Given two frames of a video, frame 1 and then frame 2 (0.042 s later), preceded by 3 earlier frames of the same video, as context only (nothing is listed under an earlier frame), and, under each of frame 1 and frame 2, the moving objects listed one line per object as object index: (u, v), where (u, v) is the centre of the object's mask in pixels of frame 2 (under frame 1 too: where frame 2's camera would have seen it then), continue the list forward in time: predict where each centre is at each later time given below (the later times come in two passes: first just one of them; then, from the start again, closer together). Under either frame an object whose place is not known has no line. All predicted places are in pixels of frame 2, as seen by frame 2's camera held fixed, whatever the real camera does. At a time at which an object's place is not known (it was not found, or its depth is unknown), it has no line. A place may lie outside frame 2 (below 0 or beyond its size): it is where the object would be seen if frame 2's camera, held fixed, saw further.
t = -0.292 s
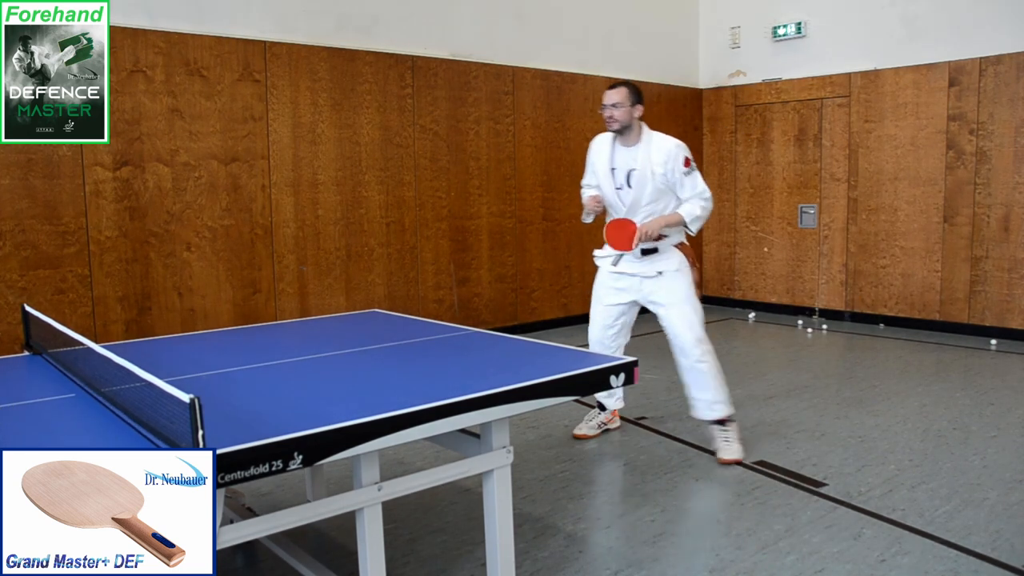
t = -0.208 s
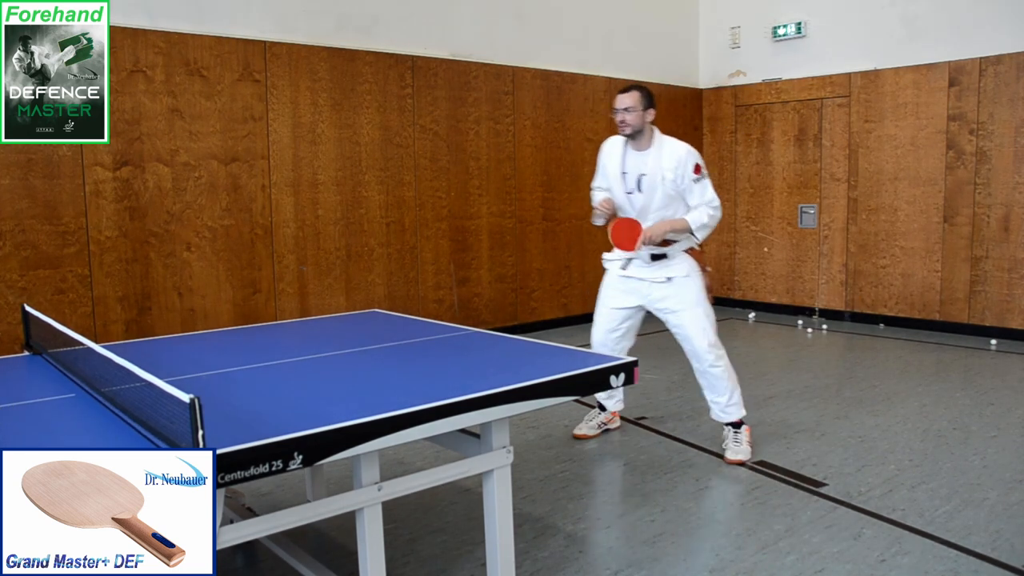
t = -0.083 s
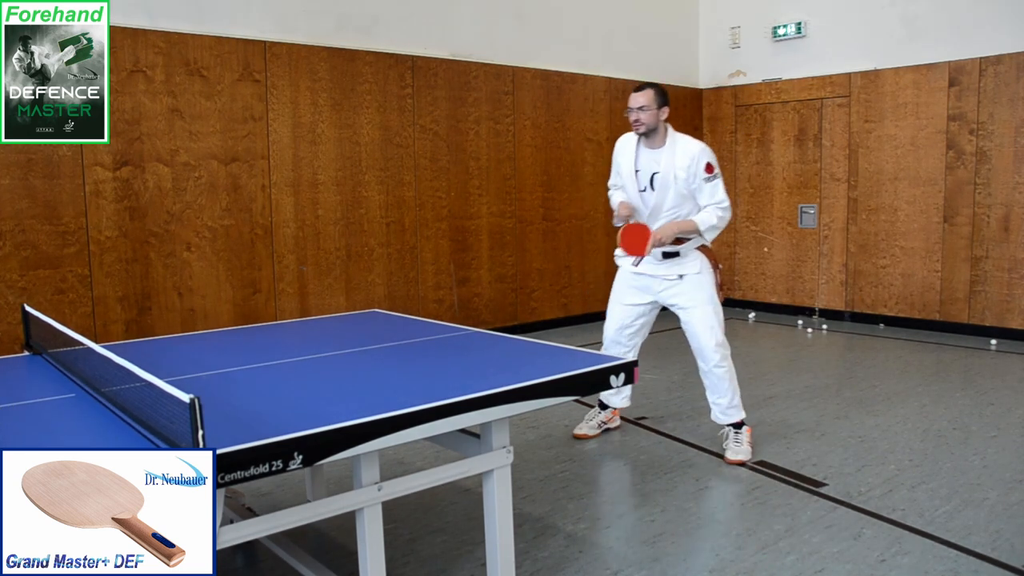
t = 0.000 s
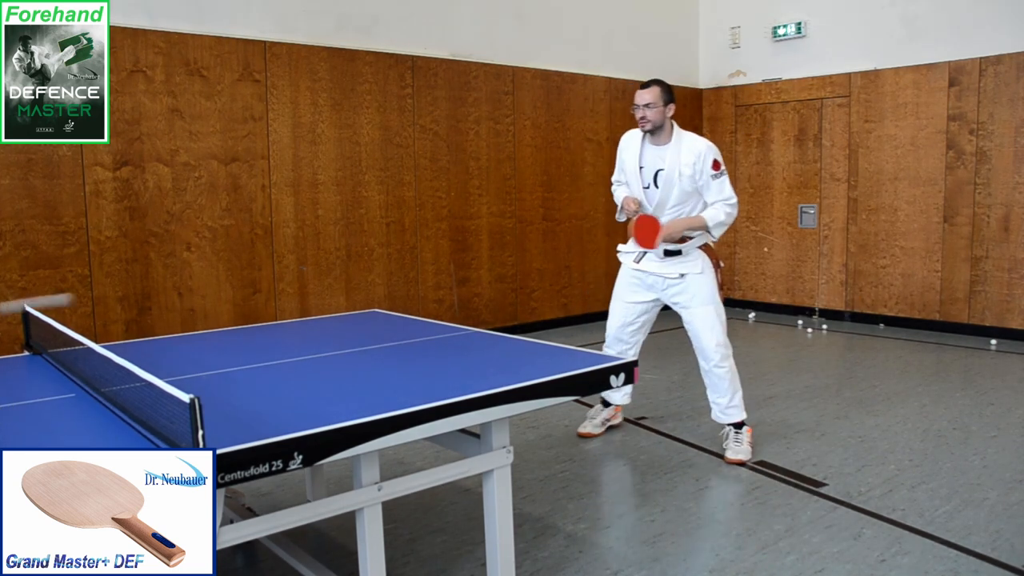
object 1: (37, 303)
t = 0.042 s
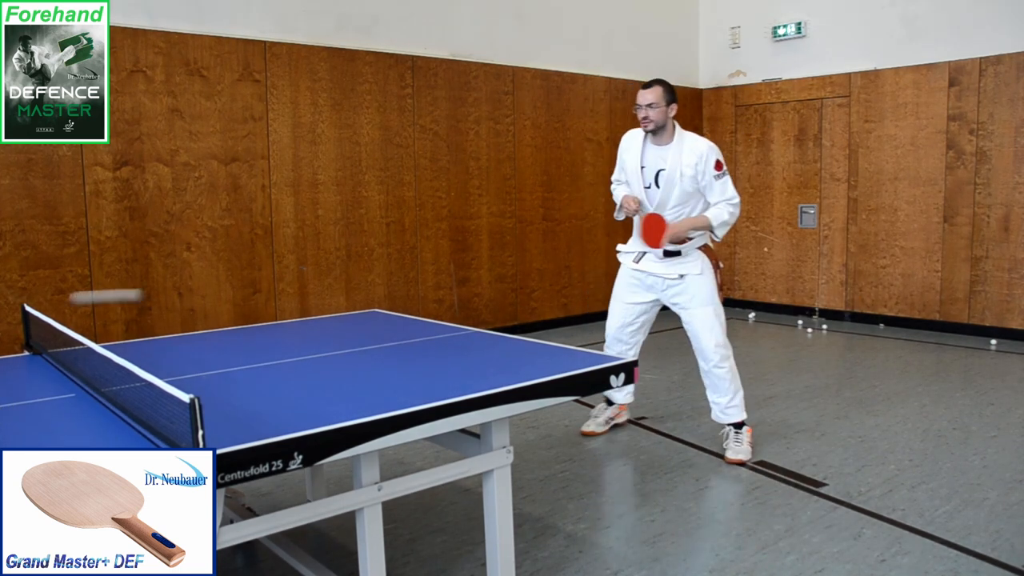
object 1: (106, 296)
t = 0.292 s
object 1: (444, 318)
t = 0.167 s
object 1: (291, 313)
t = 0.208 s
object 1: (345, 331)
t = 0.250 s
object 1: (394, 342)
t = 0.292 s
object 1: (444, 318)
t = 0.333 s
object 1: (489, 300)
